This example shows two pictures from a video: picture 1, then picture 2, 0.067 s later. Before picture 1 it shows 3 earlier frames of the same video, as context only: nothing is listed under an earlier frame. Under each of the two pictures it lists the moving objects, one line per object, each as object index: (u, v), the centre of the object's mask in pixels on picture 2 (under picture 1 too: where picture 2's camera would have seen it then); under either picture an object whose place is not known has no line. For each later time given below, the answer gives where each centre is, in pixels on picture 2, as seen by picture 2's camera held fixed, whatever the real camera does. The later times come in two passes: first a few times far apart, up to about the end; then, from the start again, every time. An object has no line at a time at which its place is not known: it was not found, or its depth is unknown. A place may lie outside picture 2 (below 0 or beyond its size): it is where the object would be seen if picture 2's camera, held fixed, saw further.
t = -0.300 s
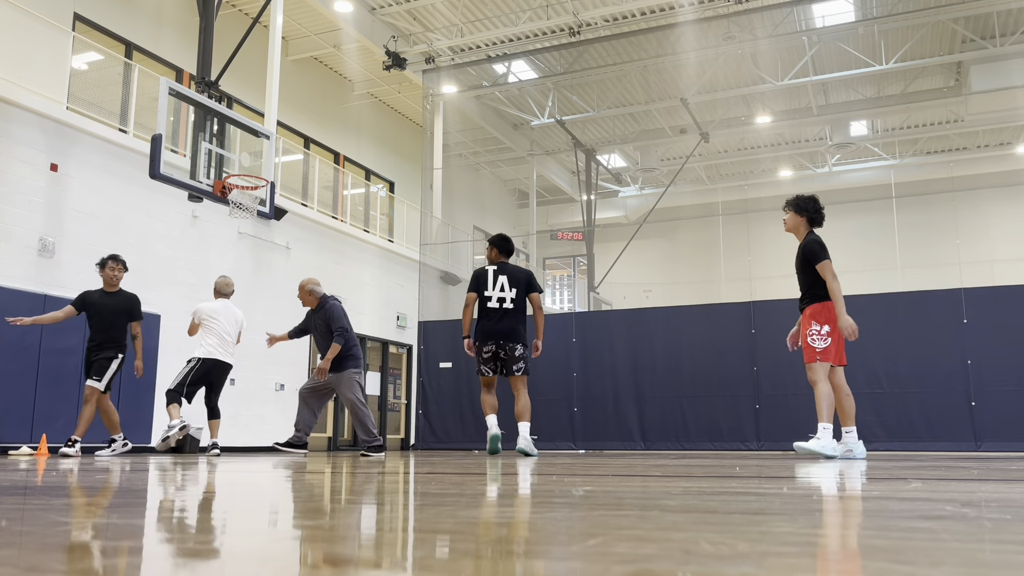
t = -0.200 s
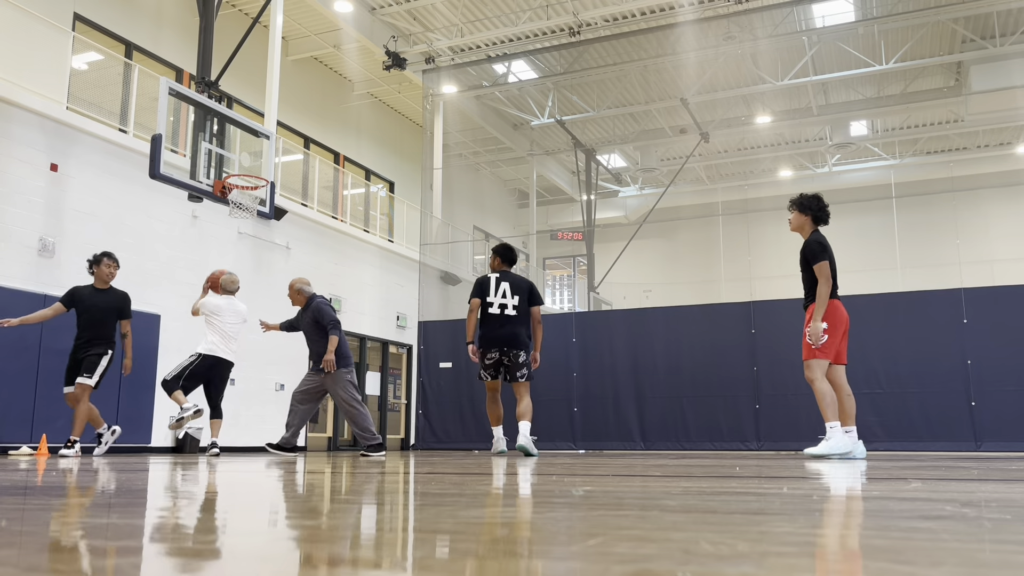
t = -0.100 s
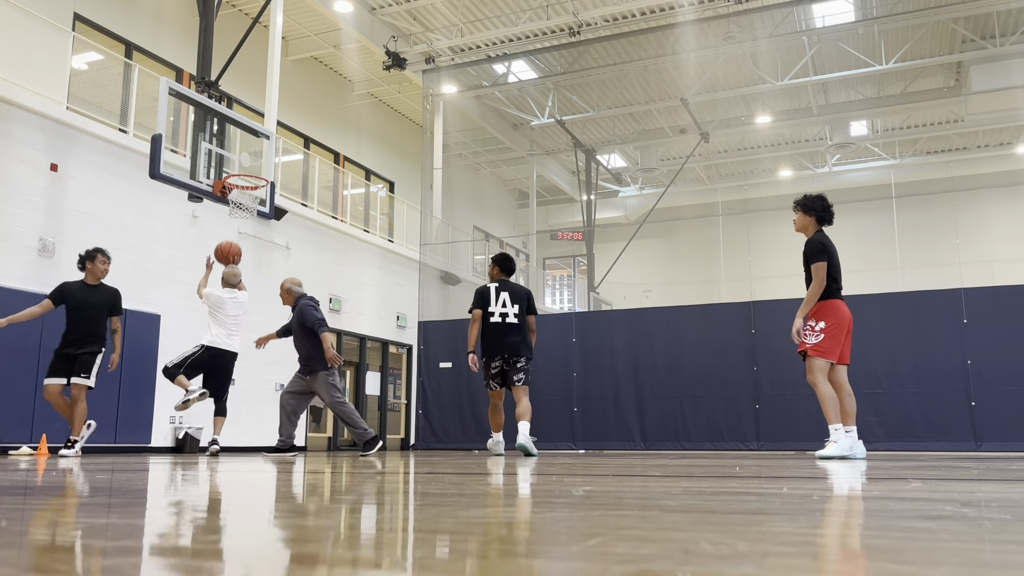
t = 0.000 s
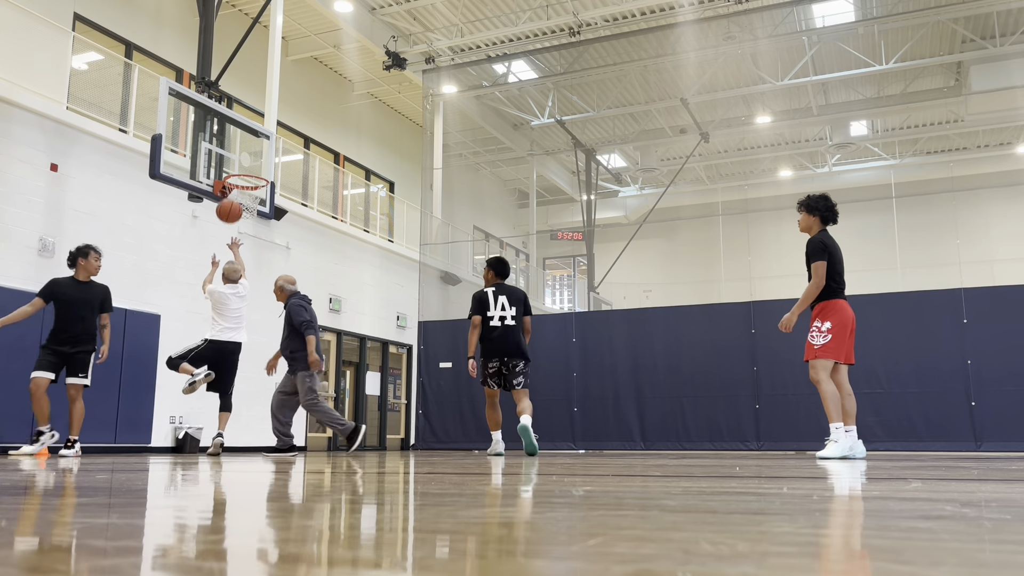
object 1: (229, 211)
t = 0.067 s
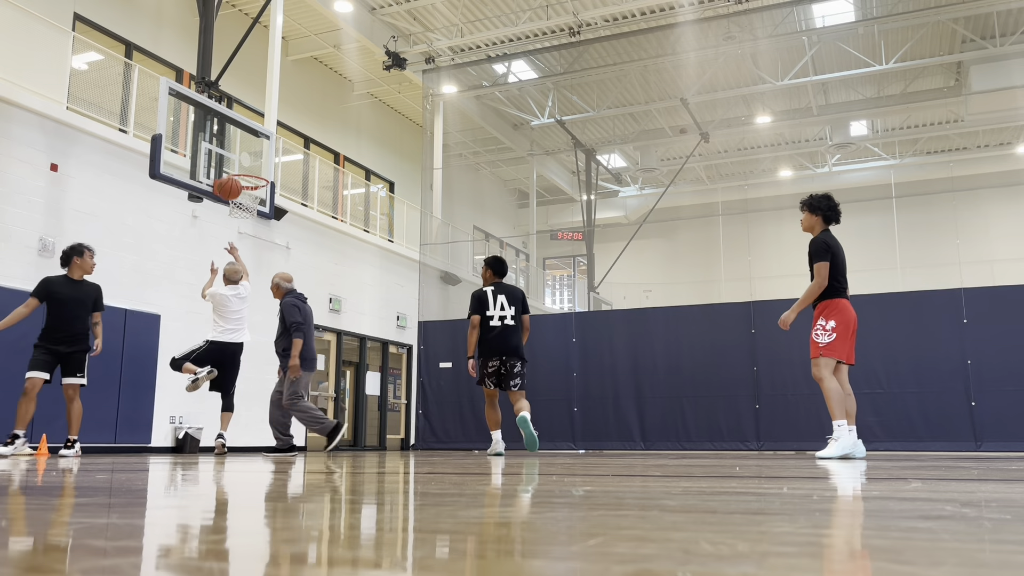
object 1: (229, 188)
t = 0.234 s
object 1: (227, 153)
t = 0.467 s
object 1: (223, 148)
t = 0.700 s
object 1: (253, 179)
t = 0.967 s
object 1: (237, 192)
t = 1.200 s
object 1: (232, 206)
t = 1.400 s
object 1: (248, 225)
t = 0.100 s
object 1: (229, 179)
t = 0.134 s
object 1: (229, 170)
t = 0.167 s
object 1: (228, 163)
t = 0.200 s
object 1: (228, 157)
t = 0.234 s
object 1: (227, 153)
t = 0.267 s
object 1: (227, 149)
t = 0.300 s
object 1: (226, 146)
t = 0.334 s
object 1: (226, 145)
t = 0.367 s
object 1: (225, 144)
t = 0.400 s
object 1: (225, 144)
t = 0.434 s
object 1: (224, 146)
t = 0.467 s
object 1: (223, 148)
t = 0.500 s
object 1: (222, 151)
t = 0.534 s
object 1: (224, 154)
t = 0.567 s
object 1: (230, 157)
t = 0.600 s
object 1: (236, 161)
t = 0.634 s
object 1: (242, 166)
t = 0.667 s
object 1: (248, 172)
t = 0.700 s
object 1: (253, 179)
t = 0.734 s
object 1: (255, 183)
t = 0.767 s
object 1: (254, 186)
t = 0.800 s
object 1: (251, 189)
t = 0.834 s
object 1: (250, 193)
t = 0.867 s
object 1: (247, 194)
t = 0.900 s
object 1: (244, 193)
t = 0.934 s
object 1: (240, 192)
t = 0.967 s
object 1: (237, 192)
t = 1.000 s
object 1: (235, 193)
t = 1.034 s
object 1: (233, 194)
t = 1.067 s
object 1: (231, 195)
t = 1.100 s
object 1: (230, 197)
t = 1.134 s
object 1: (231, 200)
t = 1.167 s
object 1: (231, 203)
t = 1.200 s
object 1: (232, 206)
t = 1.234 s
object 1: (234, 209)
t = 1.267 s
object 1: (236, 211)
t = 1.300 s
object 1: (239, 214)
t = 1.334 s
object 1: (242, 218)
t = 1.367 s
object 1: (245, 221)
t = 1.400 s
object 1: (248, 225)
